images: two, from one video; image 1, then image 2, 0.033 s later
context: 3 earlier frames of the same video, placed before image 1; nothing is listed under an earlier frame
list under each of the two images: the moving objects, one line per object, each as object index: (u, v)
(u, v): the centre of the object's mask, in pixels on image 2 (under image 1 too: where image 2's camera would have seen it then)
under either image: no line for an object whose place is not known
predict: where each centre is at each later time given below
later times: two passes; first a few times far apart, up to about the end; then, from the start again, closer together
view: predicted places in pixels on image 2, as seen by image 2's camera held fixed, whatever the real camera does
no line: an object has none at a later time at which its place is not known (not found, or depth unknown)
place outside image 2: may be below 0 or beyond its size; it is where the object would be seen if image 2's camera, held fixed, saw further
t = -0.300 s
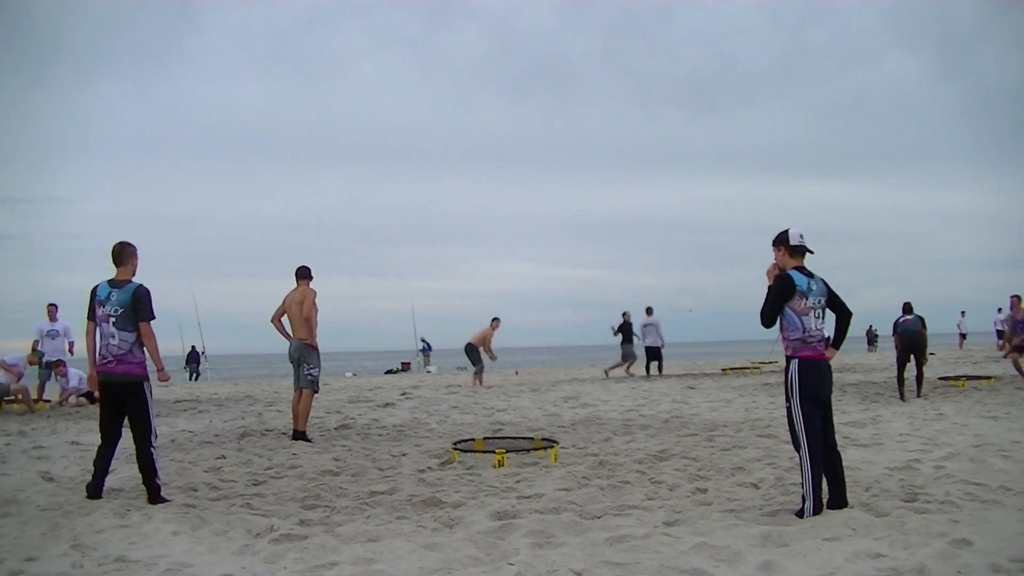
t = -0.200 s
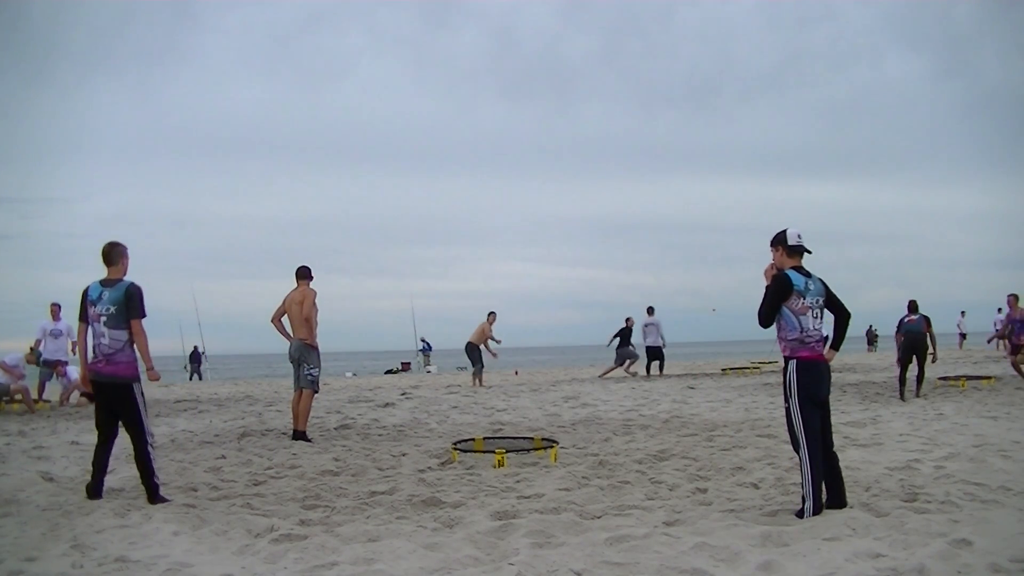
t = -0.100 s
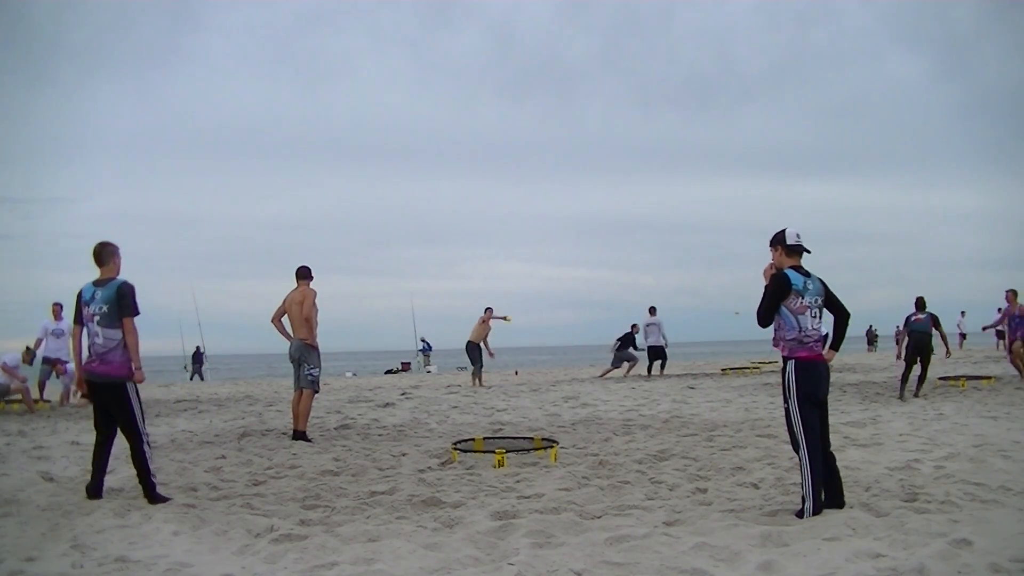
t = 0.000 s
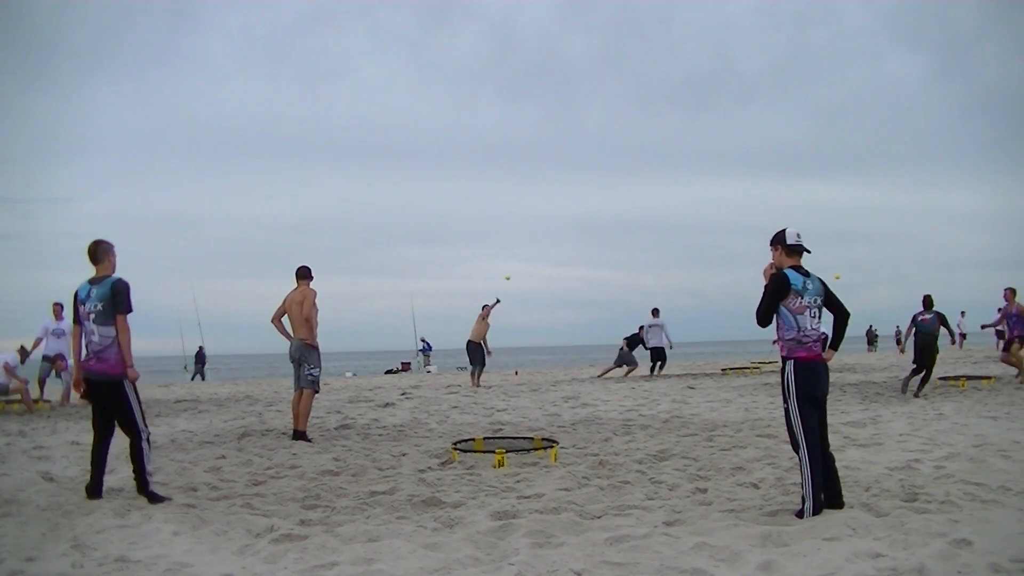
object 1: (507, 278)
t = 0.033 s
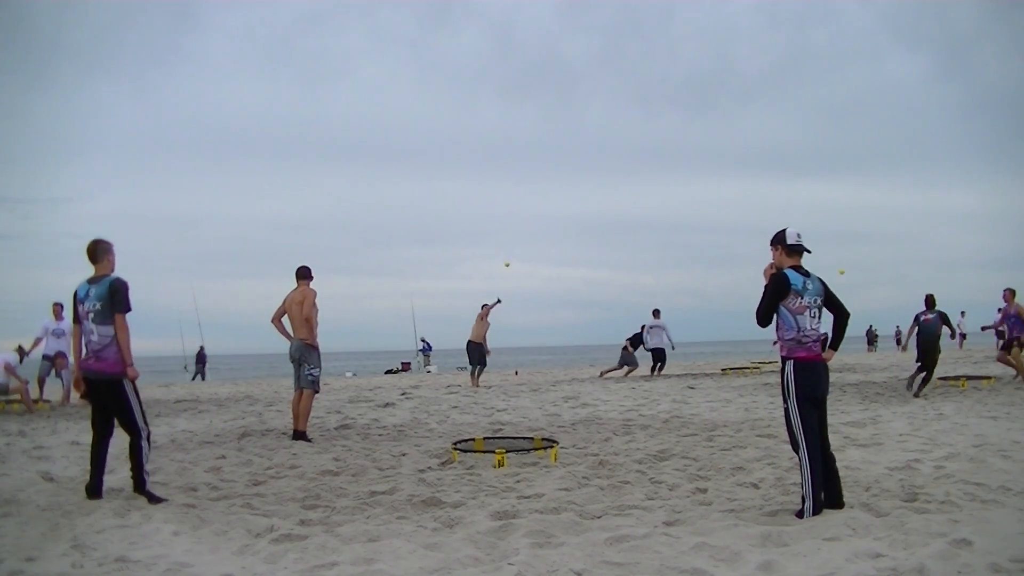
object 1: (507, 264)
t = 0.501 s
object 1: (495, 121)
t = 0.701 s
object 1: (489, 92)
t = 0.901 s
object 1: (486, 89)
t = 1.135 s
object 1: (488, 132)
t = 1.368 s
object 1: (499, 249)
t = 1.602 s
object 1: (520, 474)
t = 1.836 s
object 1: (522, 481)
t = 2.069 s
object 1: (522, 492)
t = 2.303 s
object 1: (520, 505)
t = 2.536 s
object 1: (507, 519)
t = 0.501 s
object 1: (495, 121)
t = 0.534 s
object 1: (494, 114)
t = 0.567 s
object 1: (493, 109)
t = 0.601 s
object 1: (492, 103)
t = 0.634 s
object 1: (491, 99)
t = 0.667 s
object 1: (490, 95)
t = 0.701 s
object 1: (489, 92)
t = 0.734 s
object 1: (489, 89)
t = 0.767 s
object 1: (488, 88)
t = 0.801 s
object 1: (487, 87)
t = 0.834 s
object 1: (487, 87)
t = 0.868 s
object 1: (486, 88)
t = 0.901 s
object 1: (486, 89)
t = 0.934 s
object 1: (486, 92)
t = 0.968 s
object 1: (486, 96)
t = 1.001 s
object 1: (486, 101)
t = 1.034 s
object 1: (486, 107)
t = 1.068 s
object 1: (487, 114)
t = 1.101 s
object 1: (487, 123)
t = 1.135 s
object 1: (488, 132)
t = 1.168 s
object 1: (489, 144)
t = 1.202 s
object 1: (490, 157)
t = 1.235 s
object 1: (491, 171)
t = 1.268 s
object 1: (493, 188)
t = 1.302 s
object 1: (495, 206)
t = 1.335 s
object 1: (497, 227)
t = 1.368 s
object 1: (499, 249)
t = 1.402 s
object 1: (502, 274)
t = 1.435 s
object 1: (504, 301)
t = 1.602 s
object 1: (520, 474)
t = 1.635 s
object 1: (521, 480)
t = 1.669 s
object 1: (521, 477)
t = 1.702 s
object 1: (521, 475)
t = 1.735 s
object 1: (521, 475)
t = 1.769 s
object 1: (521, 475)
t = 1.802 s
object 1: (522, 477)
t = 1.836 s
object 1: (522, 481)
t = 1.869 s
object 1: (523, 488)
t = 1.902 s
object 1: (523, 495)
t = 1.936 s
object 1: (524, 499)
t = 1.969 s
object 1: (524, 497)
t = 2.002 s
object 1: (523, 493)
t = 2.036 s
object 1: (523, 492)
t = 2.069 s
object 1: (522, 492)
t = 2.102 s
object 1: (522, 492)
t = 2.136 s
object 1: (522, 495)
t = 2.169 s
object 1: (521, 500)
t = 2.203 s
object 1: (521, 503)
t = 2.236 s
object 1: (520, 503)
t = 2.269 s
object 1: (520, 504)
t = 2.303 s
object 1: (520, 505)
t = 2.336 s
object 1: (520, 510)
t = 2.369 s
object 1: (519, 512)
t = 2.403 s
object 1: (517, 514)
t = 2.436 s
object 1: (515, 517)
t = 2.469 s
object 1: (513, 519)
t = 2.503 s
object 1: (510, 519)
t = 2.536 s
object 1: (507, 519)
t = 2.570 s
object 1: (505, 519)
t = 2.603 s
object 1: (505, 520)
